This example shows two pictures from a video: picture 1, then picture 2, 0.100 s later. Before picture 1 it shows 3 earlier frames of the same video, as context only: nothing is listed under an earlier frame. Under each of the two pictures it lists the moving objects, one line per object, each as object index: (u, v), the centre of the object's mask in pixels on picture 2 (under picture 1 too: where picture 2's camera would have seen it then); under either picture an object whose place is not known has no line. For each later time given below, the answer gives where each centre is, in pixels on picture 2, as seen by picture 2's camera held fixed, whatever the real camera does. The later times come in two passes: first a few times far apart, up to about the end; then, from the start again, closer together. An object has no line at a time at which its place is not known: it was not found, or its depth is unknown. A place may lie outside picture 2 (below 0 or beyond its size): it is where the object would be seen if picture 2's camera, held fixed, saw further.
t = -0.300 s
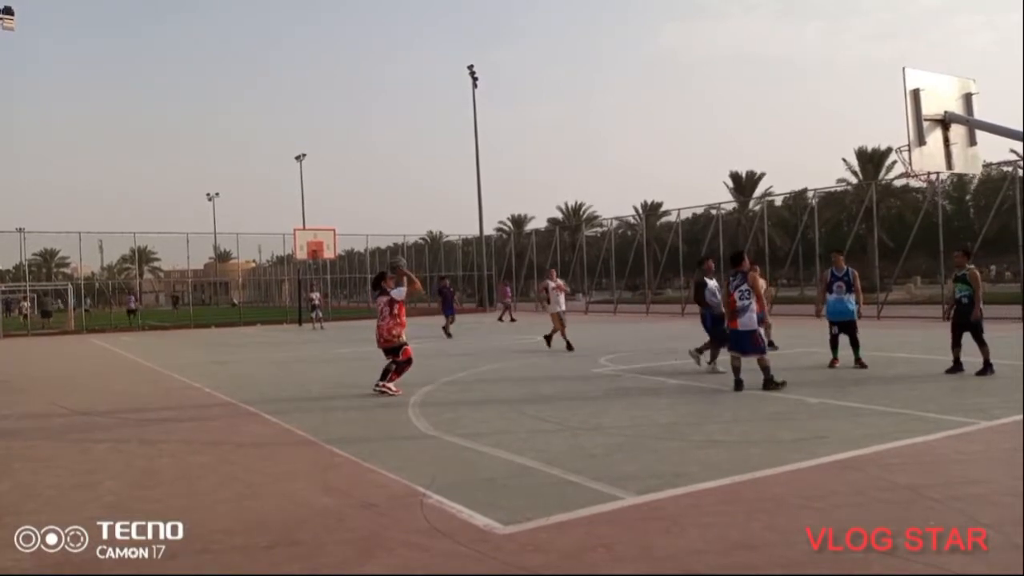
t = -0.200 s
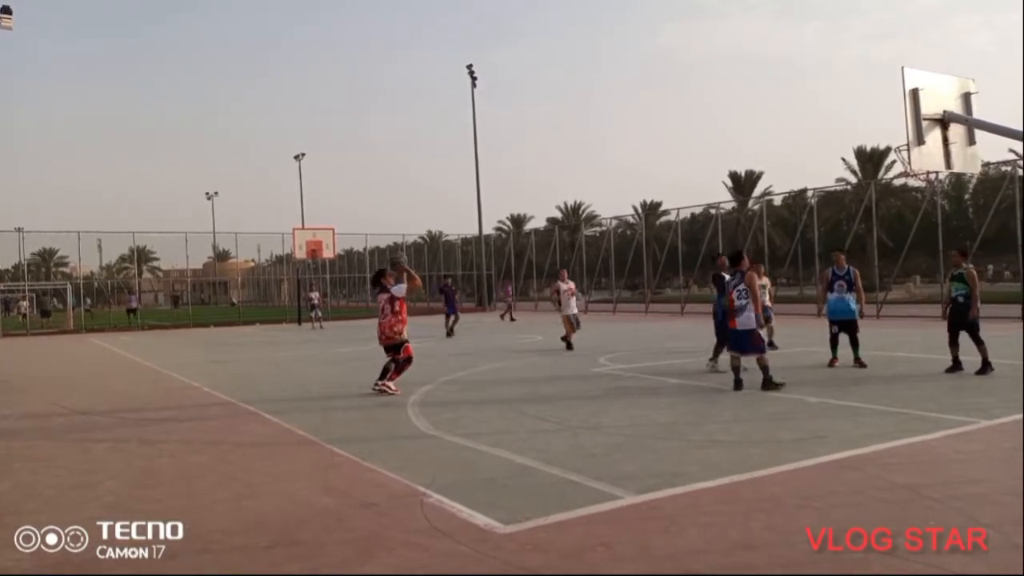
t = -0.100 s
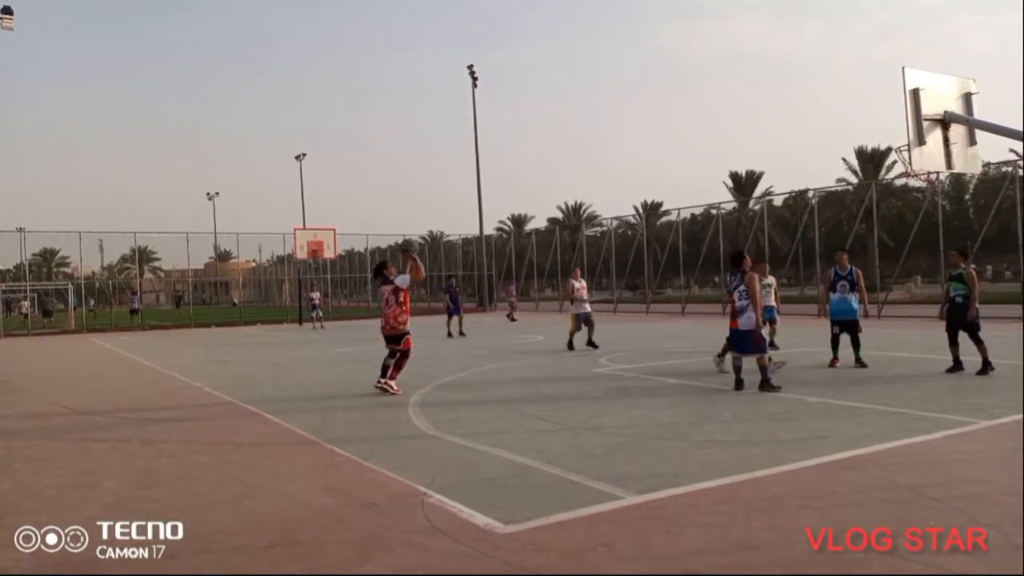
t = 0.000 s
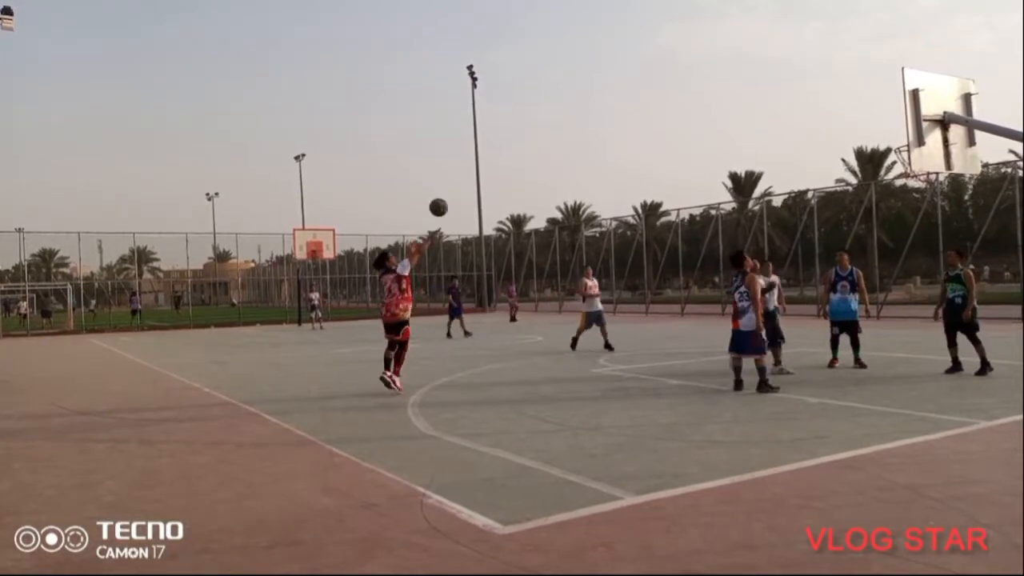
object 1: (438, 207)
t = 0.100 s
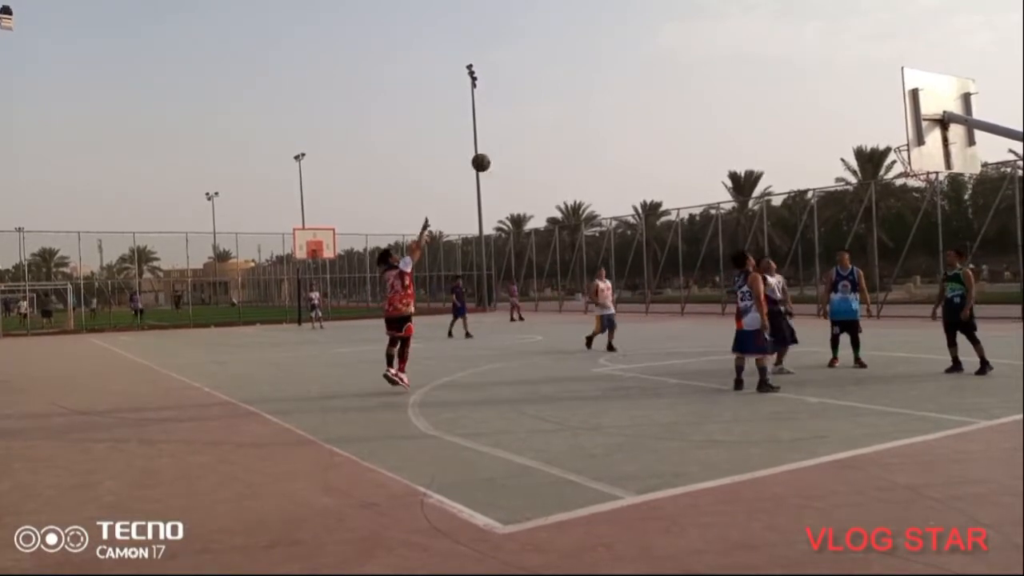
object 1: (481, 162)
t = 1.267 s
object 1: (898, 127)
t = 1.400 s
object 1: (871, 135)
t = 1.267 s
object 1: (898, 127)
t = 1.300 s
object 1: (891, 128)
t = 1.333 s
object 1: (884, 130)
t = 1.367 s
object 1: (877, 132)
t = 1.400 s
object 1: (871, 135)
